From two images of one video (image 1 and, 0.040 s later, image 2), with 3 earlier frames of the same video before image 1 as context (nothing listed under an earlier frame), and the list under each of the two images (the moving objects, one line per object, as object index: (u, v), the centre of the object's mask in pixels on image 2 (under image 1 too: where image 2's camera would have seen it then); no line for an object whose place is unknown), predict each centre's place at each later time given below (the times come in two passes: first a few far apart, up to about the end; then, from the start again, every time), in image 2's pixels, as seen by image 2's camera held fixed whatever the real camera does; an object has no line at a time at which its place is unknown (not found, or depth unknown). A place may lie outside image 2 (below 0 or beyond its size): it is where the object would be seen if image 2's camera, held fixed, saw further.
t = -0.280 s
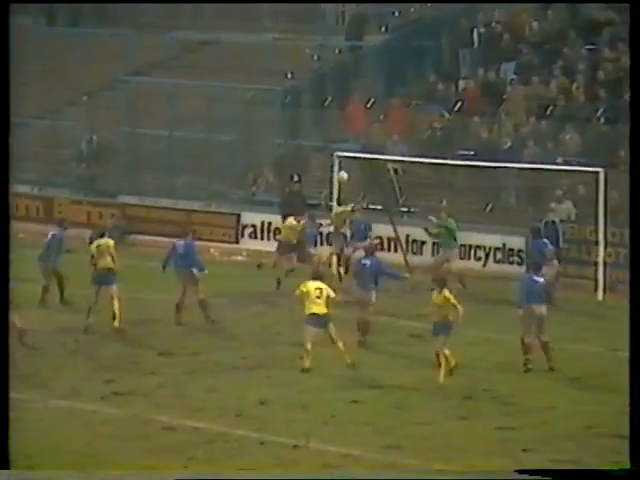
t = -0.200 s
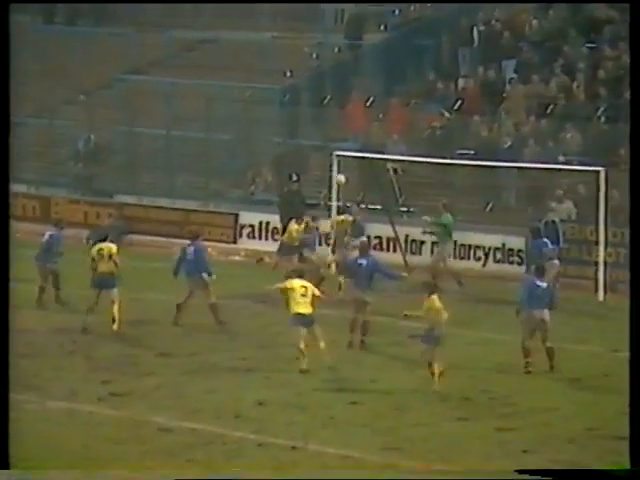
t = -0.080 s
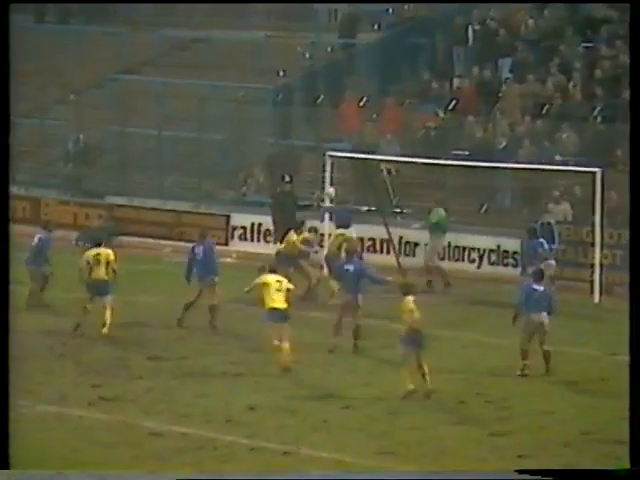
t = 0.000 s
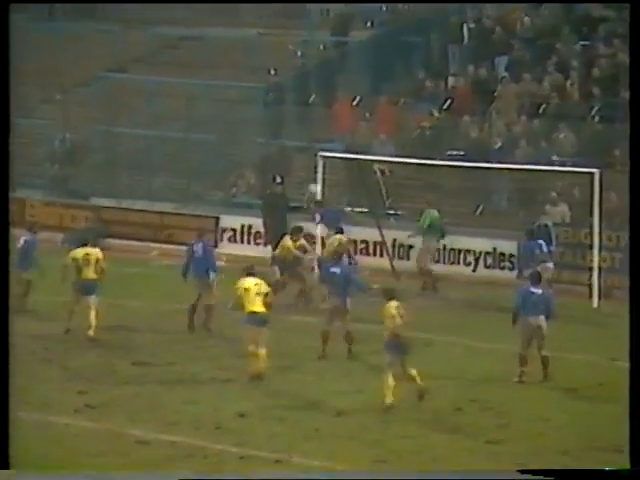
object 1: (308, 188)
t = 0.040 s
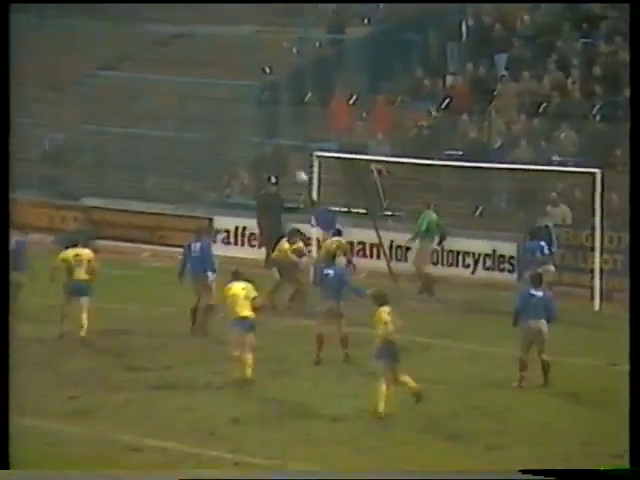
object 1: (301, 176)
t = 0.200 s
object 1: (270, 131)
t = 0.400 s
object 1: (227, 92)
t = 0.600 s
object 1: (184, 74)
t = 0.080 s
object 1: (295, 163)
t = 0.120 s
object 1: (285, 152)
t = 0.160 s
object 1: (277, 142)
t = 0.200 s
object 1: (270, 131)
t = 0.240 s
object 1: (261, 122)
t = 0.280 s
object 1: (253, 113)
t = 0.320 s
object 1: (245, 105)
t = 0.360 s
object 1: (236, 98)
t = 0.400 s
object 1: (227, 92)
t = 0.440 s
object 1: (219, 87)
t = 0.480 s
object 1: (210, 82)
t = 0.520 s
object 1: (201, 79)
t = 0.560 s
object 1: (193, 75)
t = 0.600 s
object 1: (184, 74)
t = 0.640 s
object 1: (176, 73)
